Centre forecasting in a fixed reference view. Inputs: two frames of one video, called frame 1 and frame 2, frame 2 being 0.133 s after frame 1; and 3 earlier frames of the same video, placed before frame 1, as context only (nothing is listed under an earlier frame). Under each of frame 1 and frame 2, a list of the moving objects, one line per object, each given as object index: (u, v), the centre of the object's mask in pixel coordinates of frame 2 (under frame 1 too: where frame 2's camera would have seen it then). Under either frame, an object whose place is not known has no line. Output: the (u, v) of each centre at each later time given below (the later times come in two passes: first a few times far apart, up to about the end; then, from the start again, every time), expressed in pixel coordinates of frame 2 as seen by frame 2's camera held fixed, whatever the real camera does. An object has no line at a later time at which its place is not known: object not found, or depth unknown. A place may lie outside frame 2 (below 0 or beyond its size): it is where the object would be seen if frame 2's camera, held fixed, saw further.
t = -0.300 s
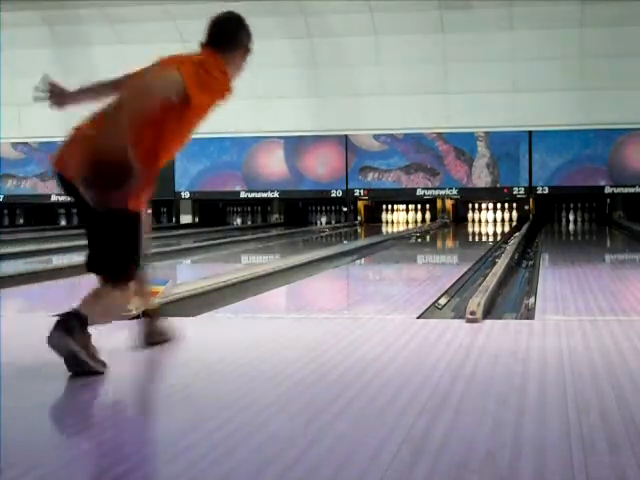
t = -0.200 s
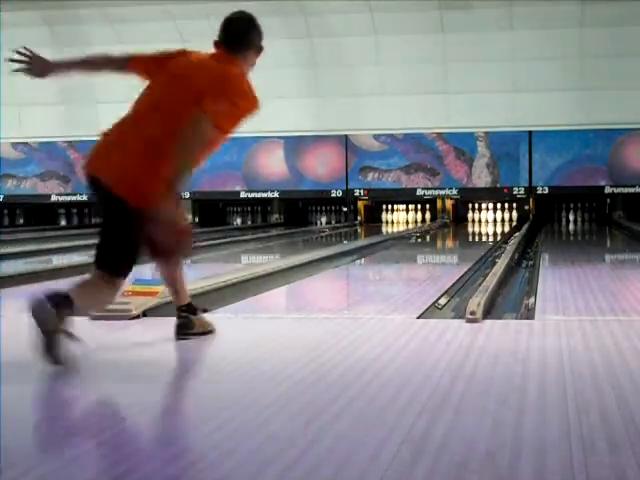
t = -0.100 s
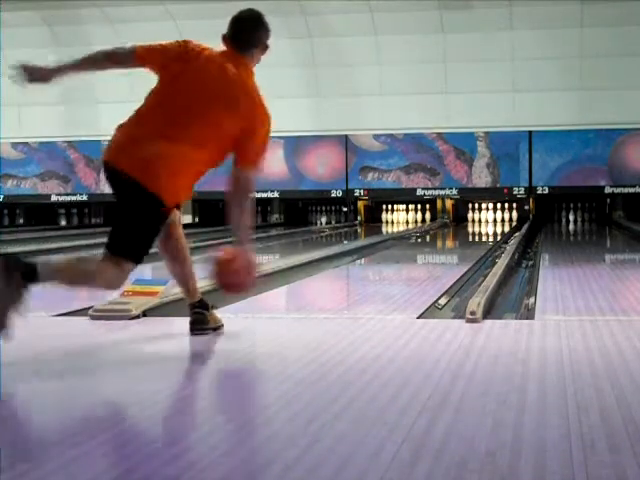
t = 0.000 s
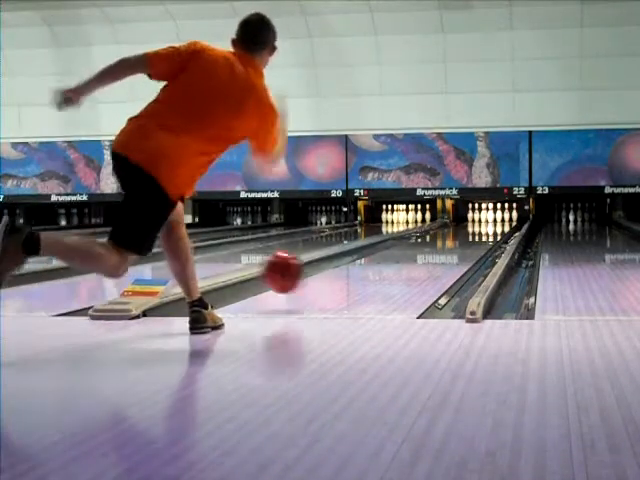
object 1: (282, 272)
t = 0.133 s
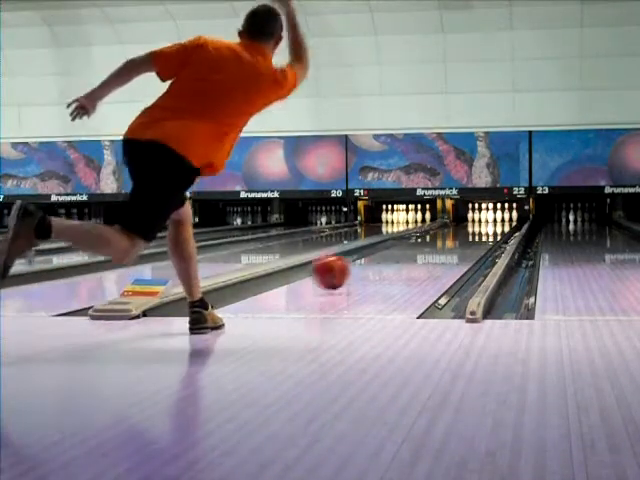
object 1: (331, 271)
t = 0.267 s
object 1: (365, 264)
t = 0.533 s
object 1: (411, 251)
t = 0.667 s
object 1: (427, 244)
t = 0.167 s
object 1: (340, 270)
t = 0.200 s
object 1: (349, 268)
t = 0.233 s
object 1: (357, 266)
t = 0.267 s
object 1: (365, 264)
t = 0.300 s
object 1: (372, 262)
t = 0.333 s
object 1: (379, 260)
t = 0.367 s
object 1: (385, 259)
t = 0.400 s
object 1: (391, 256)
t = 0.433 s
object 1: (397, 254)
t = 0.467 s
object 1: (402, 252)
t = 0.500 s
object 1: (407, 252)
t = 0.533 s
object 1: (411, 251)
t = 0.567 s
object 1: (416, 248)
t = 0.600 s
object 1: (420, 246)
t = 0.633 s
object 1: (424, 246)
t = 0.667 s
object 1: (427, 244)
